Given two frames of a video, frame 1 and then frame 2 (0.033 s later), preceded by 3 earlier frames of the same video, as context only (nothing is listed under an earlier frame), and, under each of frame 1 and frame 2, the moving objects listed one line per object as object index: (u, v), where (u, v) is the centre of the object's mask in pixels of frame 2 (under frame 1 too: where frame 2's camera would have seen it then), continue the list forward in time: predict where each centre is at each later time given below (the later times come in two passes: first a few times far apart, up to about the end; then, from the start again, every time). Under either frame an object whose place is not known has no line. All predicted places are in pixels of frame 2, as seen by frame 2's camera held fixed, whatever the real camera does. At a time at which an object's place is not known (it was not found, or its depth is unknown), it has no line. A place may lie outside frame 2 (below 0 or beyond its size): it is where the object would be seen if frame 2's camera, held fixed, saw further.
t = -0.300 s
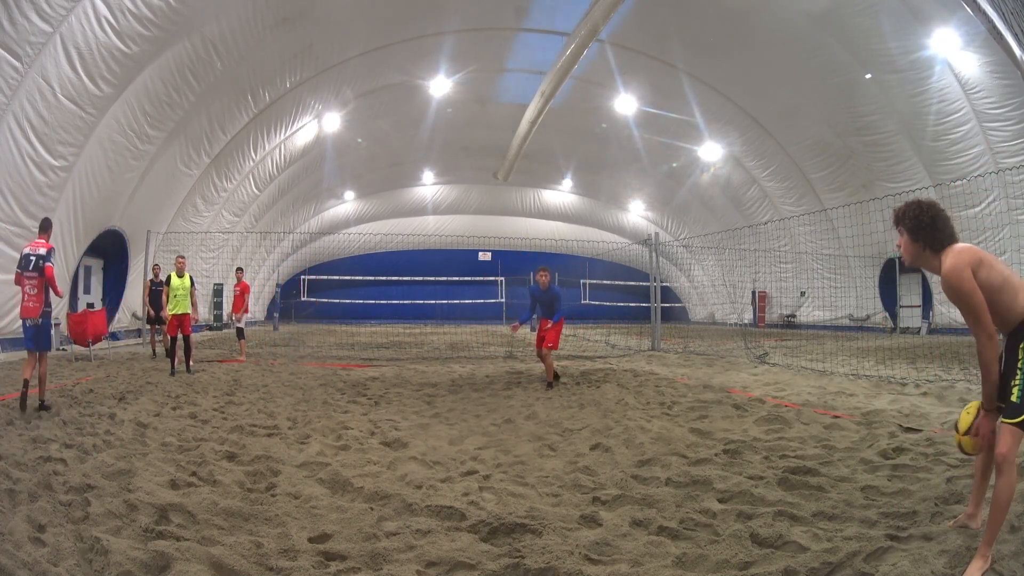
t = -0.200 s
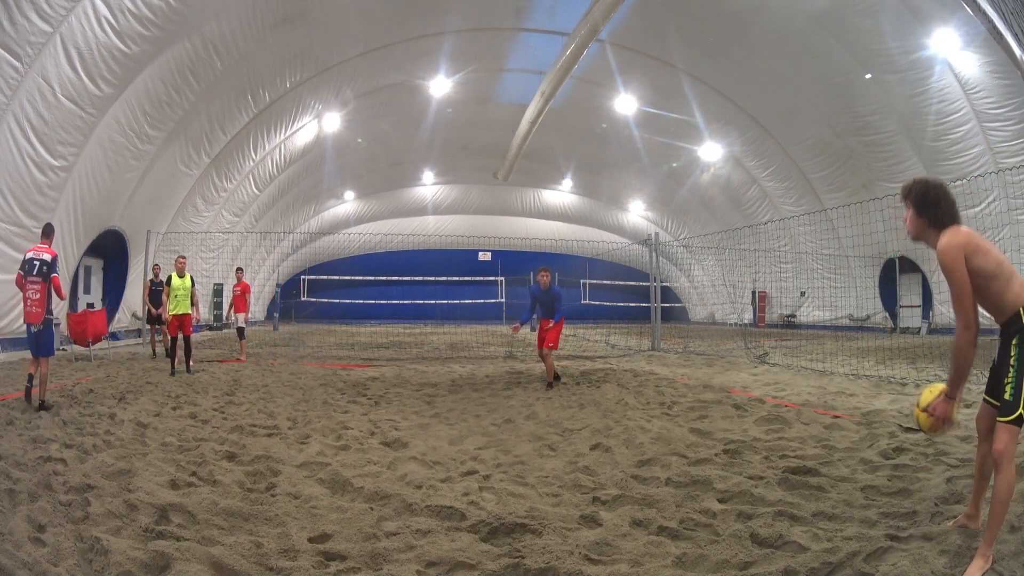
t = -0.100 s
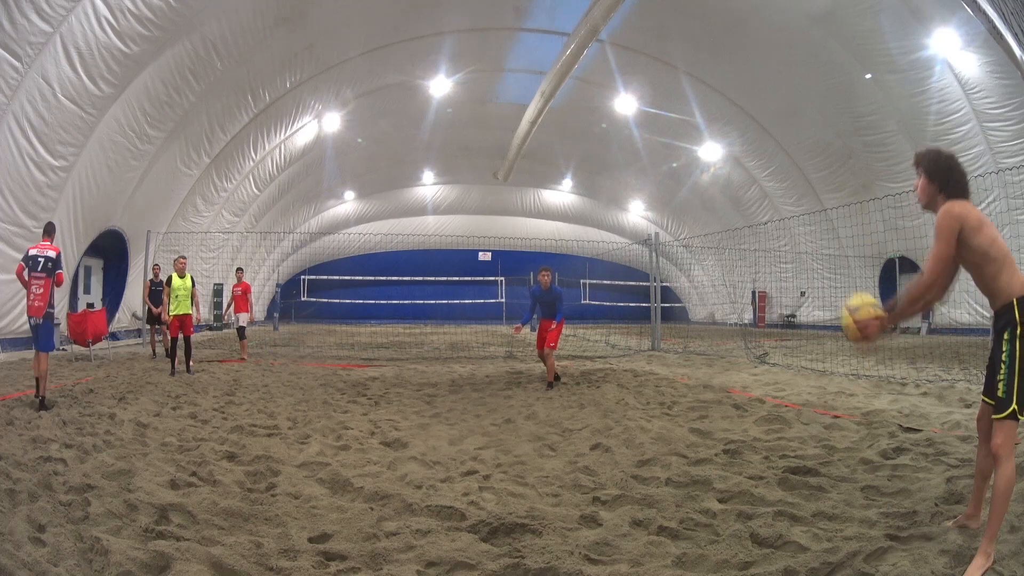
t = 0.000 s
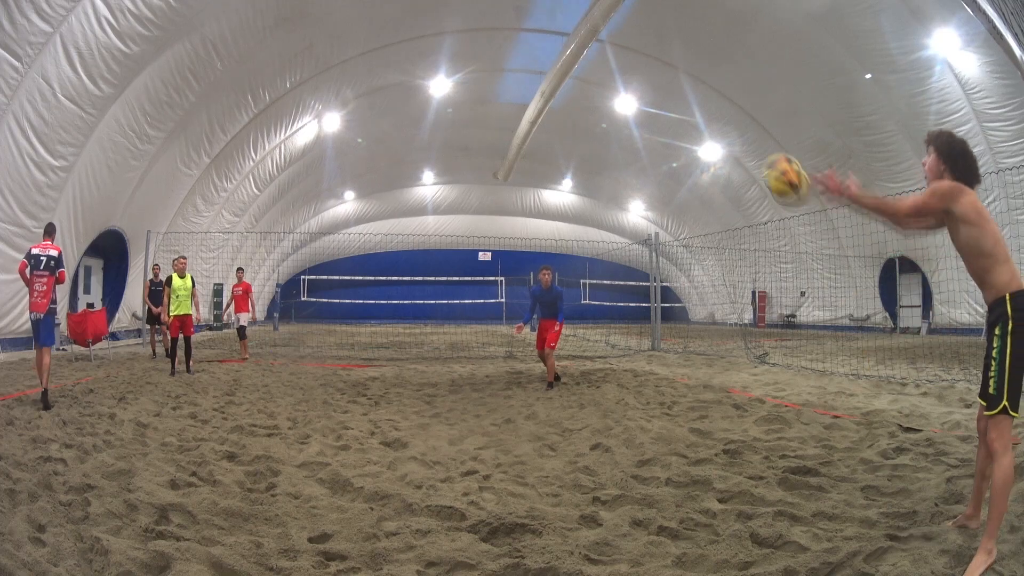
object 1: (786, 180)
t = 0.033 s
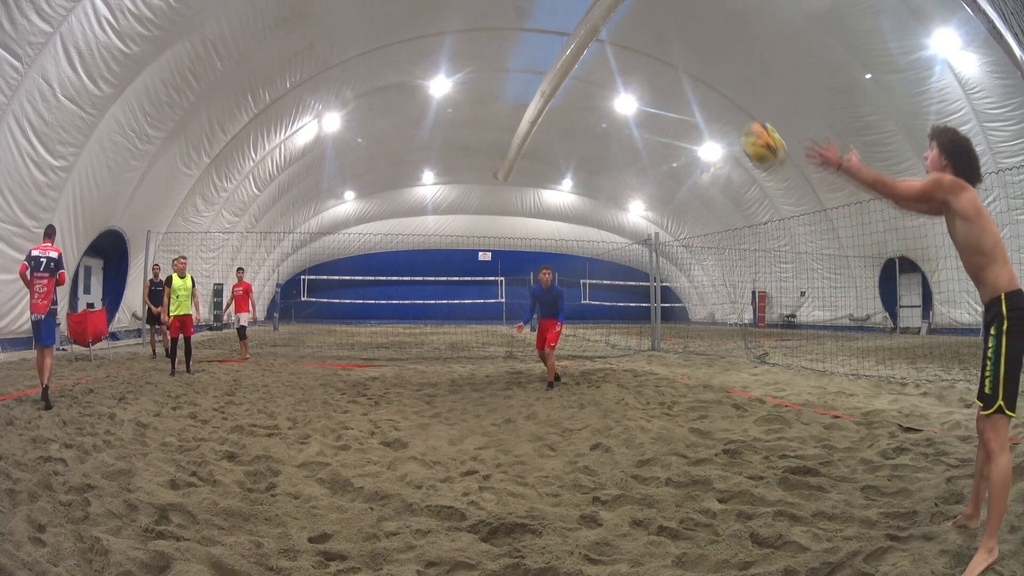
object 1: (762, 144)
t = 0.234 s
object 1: (653, 27)
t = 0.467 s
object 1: (581, 7)
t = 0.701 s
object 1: (534, 30)
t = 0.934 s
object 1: (498, 94)
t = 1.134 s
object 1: (472, 175)
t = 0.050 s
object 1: (751, 129)
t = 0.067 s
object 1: (740, 115)
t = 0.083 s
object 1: (730, 103)
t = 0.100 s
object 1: (719, 89)
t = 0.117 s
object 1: (710, 79)
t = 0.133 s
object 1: (700, 70)
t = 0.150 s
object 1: (691, 60)
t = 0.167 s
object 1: (683, 53)
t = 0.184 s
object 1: (674, 45)
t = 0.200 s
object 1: (667, 39)
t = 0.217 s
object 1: (660, 33)
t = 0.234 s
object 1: (653, 27)
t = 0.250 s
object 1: (646, 23)
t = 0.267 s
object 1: (640, 20)
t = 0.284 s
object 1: (633, 16)
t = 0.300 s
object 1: (628, 13)
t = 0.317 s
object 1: (623, 11)
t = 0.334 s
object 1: (617, 9)
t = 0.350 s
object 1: (612, 8)
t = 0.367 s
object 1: (607, 8)
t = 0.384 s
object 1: (602, 7)
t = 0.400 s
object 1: (598, 7)
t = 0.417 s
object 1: (593, 7)
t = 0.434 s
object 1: (589, 6)
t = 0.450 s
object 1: (585, 7)
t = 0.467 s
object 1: (581, 7)
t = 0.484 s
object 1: (576, 7)
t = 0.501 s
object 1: (573, 7)
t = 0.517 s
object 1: (569, 8)
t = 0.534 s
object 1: (565, 8)
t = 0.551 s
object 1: (562, 9)
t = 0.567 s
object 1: (559, 10)
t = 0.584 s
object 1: (555, 12)
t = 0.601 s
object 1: (552, 14)
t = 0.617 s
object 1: (549, 16)
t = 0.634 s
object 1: (545, 18)
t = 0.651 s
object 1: (543, 21)
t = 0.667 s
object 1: (540, 24)
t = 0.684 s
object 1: (536, 27)
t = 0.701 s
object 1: (534, 30)
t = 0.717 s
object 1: (531, 33)
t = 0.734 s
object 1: (528, 37)
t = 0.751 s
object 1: (525, 41)
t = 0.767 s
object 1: (523, 44)
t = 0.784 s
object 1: (520, 48)
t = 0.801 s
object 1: (517, 53)
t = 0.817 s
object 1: (515, 57)
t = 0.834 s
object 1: (512, 62)
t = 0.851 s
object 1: (510, 67)
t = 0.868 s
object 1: (507, 72)
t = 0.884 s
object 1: (505, 77)
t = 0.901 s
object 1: (503, 83)
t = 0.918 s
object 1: (500, 88)
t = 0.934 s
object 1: (498, 94)
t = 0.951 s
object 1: (496, 100)
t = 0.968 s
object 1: (493, 106)
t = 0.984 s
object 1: (491, 112)
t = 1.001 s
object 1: (489, 119)
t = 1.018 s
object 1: (487, 125)
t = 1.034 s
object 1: (485, 131)
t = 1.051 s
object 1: (483, 139)
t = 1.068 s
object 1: (480, 146)
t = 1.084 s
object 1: (478, 152)
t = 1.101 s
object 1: (476, 161)
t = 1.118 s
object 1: (474, 168)
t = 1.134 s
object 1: (472, 175)
